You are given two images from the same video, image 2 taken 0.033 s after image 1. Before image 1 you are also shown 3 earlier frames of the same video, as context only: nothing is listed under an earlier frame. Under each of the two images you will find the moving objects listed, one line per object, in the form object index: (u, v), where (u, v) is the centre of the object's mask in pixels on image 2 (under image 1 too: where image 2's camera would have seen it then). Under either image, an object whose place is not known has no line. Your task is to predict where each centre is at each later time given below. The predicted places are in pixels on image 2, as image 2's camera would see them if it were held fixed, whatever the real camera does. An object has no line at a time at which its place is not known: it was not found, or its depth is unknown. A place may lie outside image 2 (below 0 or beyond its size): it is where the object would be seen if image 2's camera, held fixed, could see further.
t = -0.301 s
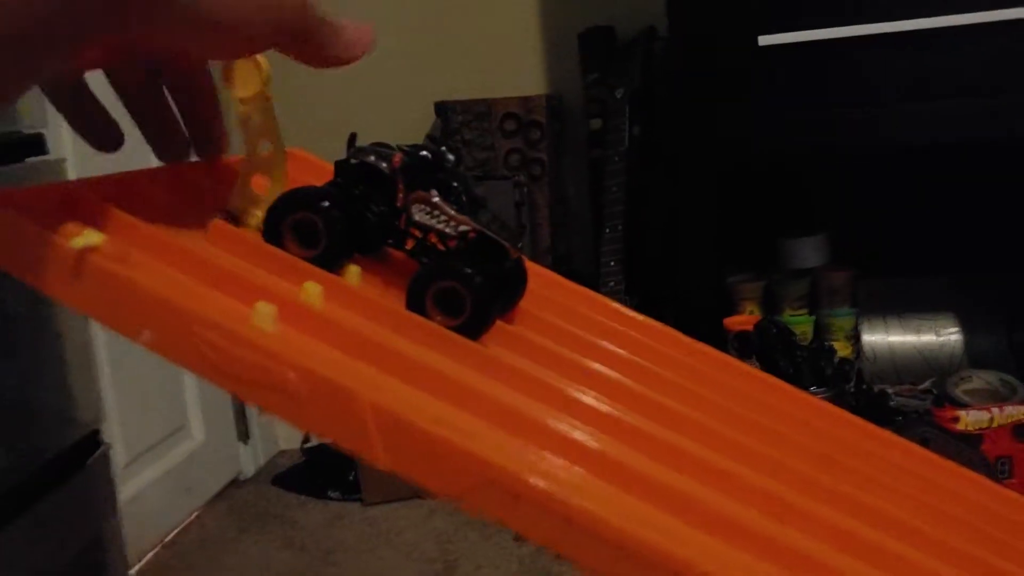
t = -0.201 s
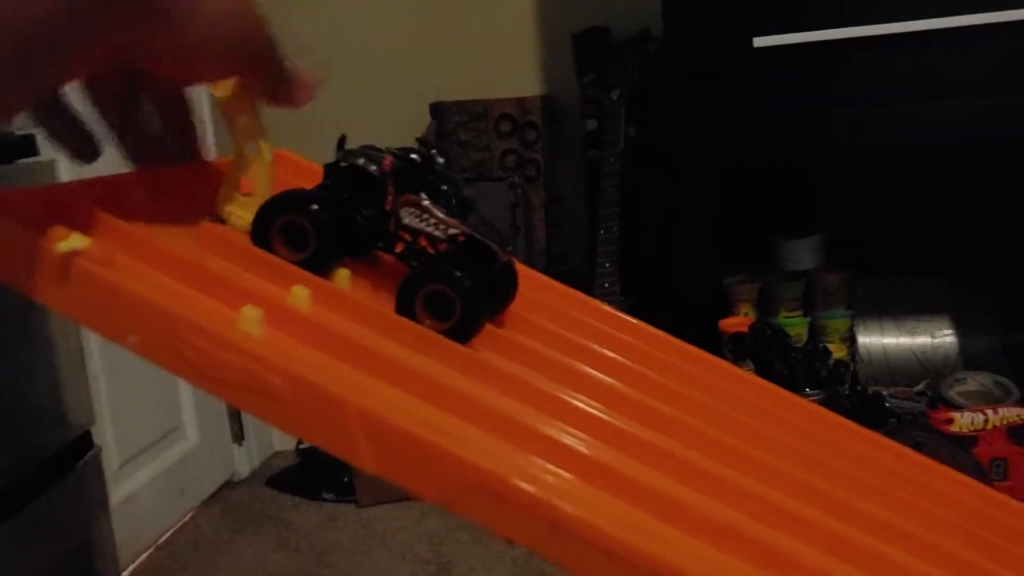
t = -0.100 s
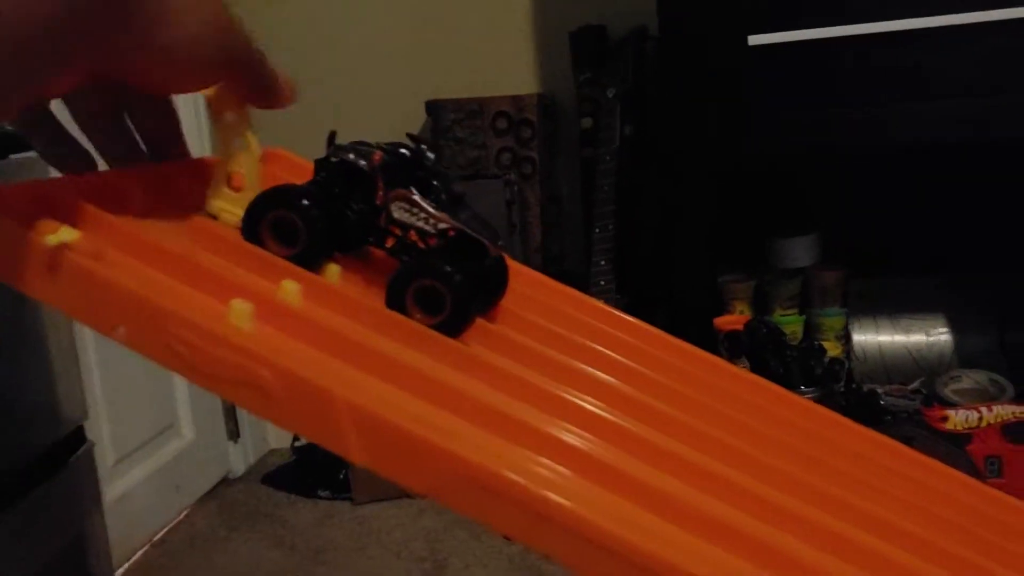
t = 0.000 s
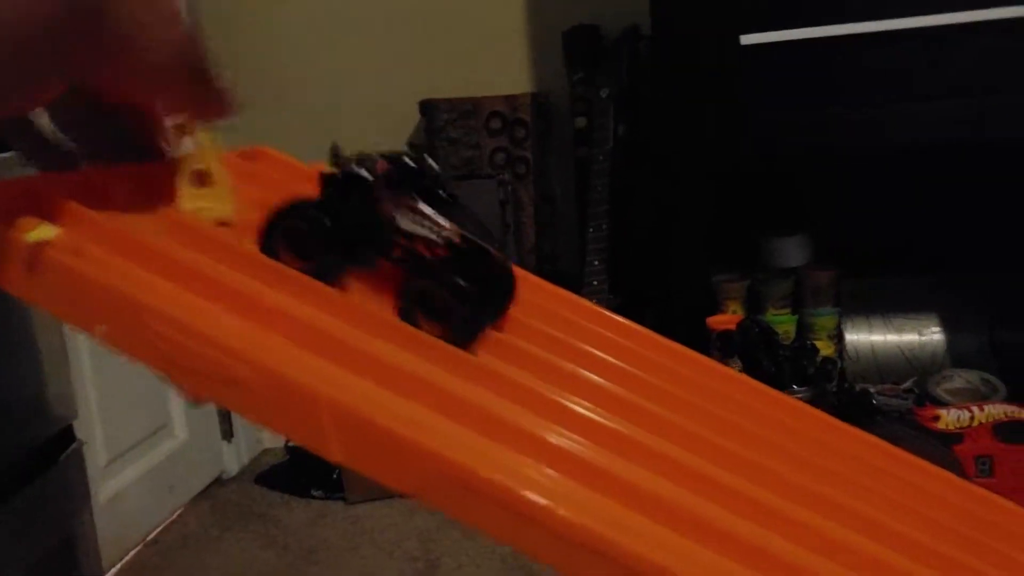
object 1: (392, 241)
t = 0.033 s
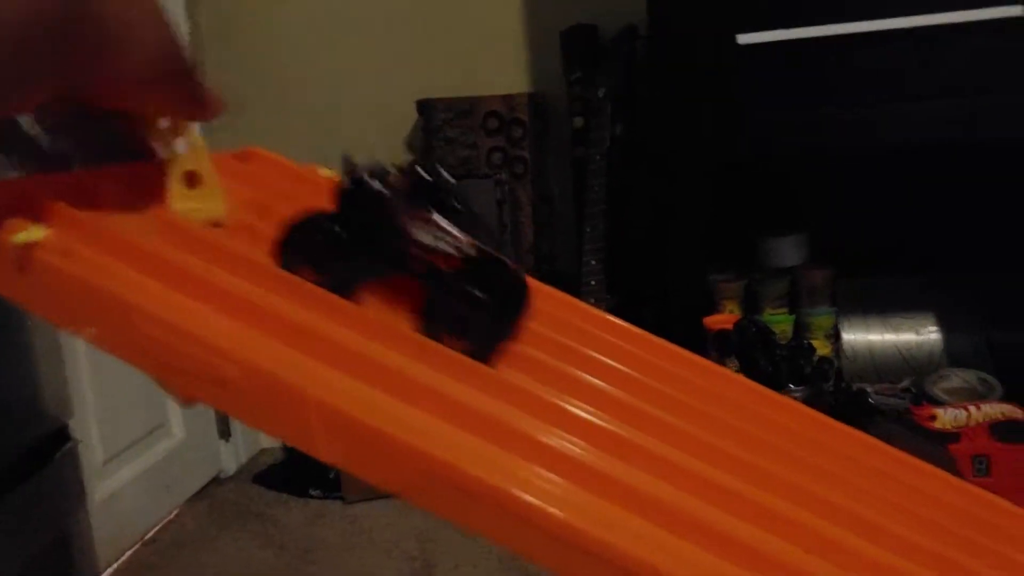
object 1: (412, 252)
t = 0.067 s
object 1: (437, 267)
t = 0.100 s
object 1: (468, 278)
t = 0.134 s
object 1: (504, 293)
